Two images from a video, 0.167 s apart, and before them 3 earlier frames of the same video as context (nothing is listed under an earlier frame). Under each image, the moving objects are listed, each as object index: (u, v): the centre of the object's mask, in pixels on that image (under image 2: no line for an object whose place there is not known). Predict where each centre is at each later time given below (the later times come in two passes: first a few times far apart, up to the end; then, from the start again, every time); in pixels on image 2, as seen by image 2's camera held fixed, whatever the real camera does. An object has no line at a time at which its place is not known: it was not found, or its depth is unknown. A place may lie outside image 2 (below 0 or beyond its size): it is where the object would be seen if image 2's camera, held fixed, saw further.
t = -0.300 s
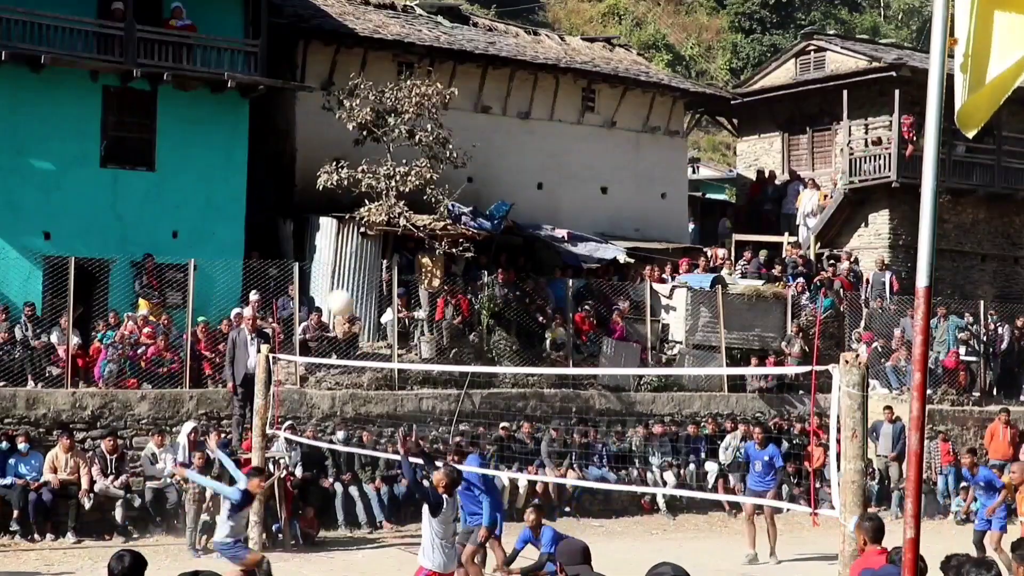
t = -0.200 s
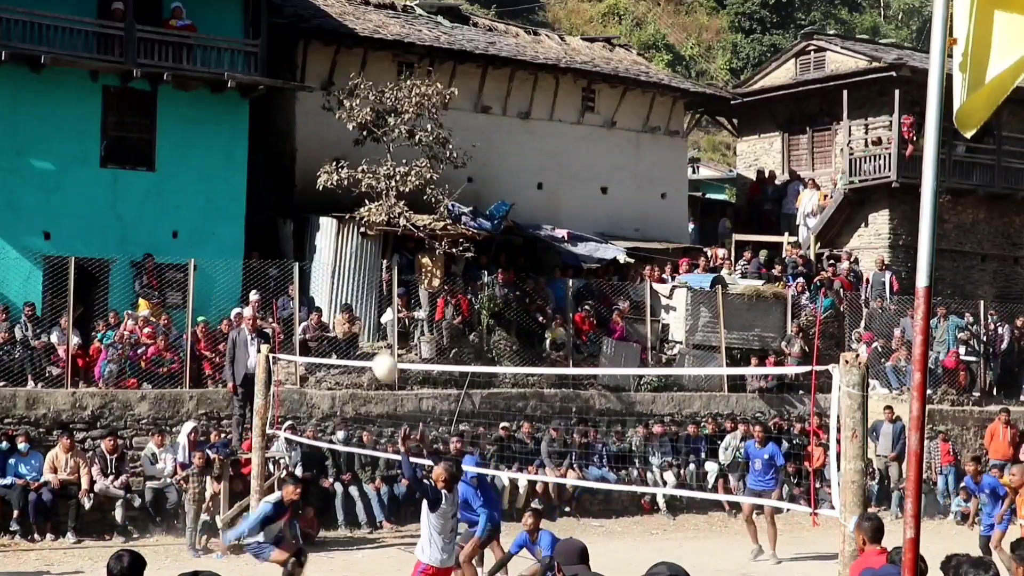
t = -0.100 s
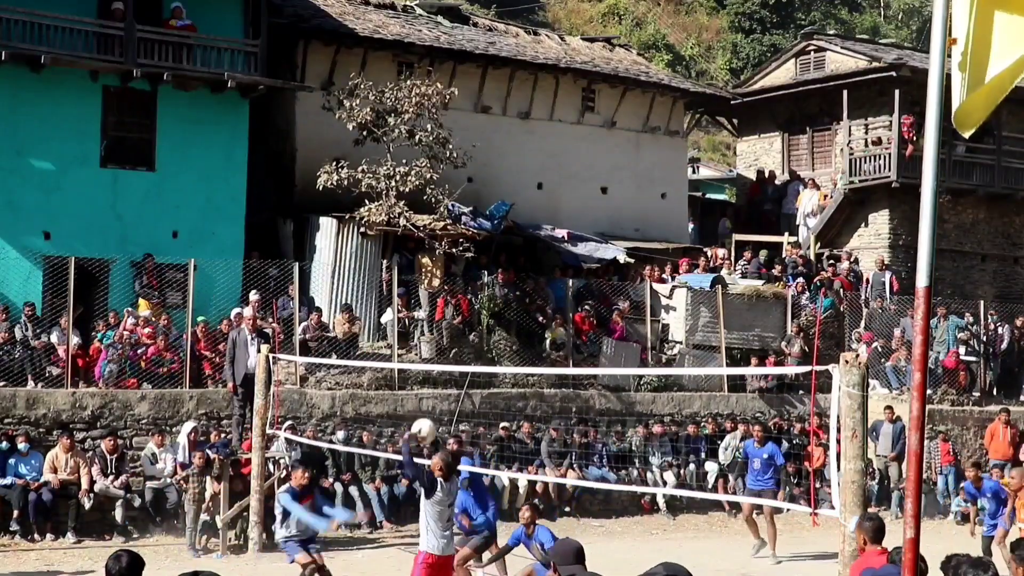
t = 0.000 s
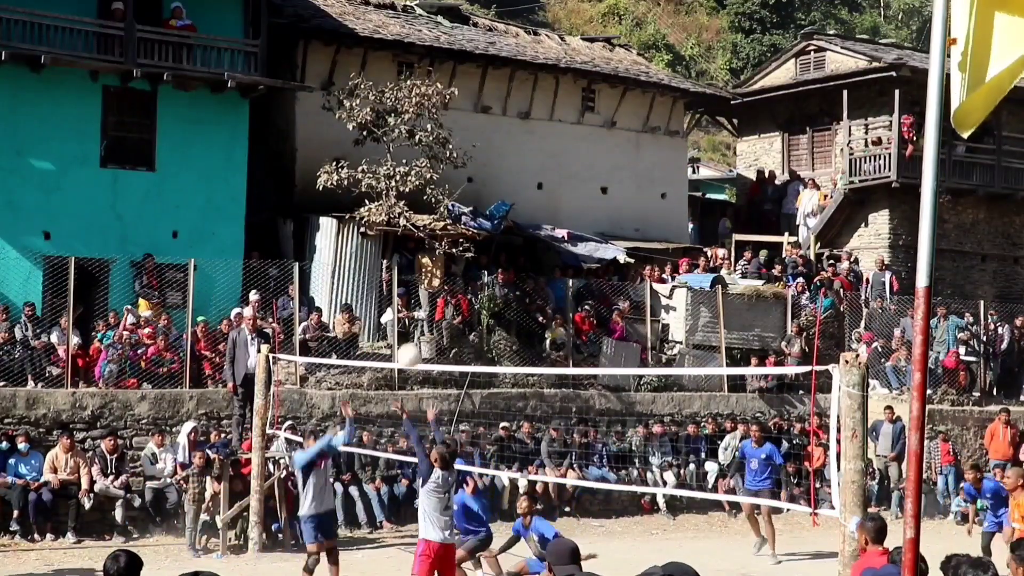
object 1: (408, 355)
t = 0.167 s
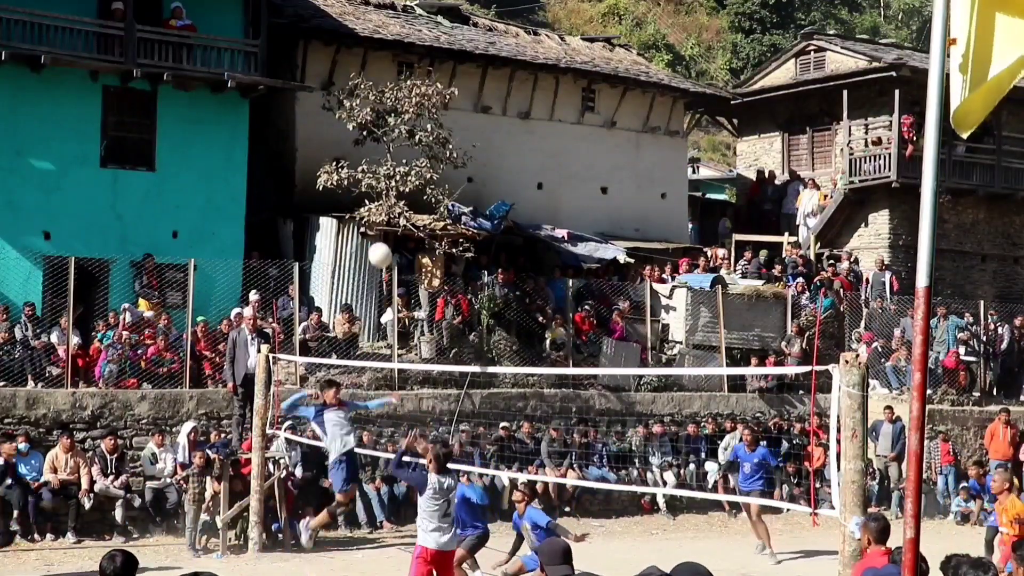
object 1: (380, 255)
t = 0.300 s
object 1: (357, 203)
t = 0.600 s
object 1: (313, 164)
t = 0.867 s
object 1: (278, 204)
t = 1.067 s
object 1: (253, 272)
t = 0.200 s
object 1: (374, 240)
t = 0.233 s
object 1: (368, 226)
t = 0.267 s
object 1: (363, 214)
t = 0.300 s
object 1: (357, 203)
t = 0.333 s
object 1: (352, 194)
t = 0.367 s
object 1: (347, 186)
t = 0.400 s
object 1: (342, 179)
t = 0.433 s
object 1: (337, 174)
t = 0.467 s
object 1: (332, 169)
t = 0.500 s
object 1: (327, 166)
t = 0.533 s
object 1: (322, 165)
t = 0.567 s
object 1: (318, 164)
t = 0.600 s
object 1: (313, 164)
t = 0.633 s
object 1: (308, 166)
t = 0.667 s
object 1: (304, 168)
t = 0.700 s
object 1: (299, 172)
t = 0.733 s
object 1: (295, 177)
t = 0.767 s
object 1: (290, 182)
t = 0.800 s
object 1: (286, 189)
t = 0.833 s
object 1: (282, 196)
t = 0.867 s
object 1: (278, 204)
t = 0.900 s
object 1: (274, 214)
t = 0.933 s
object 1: (269, 224)
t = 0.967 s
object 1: (265, 235)
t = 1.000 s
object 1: (261, 247)
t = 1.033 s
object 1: (257, 259)
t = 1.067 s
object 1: (253, 272)
